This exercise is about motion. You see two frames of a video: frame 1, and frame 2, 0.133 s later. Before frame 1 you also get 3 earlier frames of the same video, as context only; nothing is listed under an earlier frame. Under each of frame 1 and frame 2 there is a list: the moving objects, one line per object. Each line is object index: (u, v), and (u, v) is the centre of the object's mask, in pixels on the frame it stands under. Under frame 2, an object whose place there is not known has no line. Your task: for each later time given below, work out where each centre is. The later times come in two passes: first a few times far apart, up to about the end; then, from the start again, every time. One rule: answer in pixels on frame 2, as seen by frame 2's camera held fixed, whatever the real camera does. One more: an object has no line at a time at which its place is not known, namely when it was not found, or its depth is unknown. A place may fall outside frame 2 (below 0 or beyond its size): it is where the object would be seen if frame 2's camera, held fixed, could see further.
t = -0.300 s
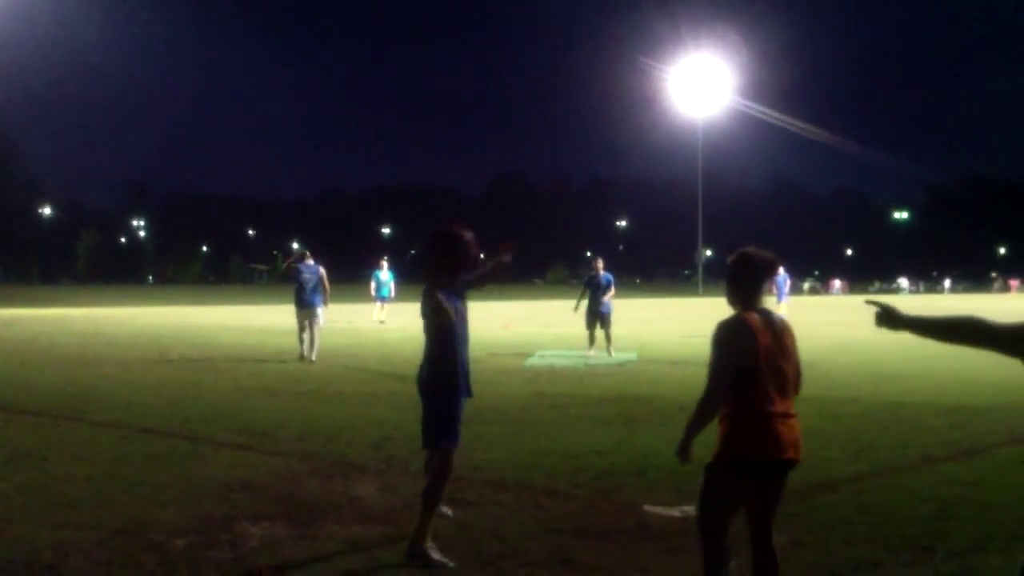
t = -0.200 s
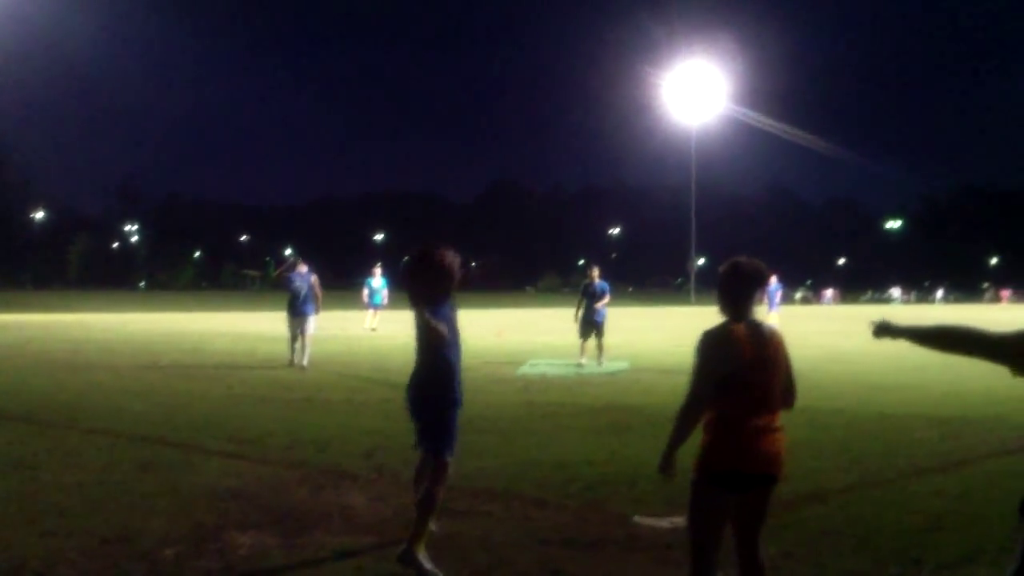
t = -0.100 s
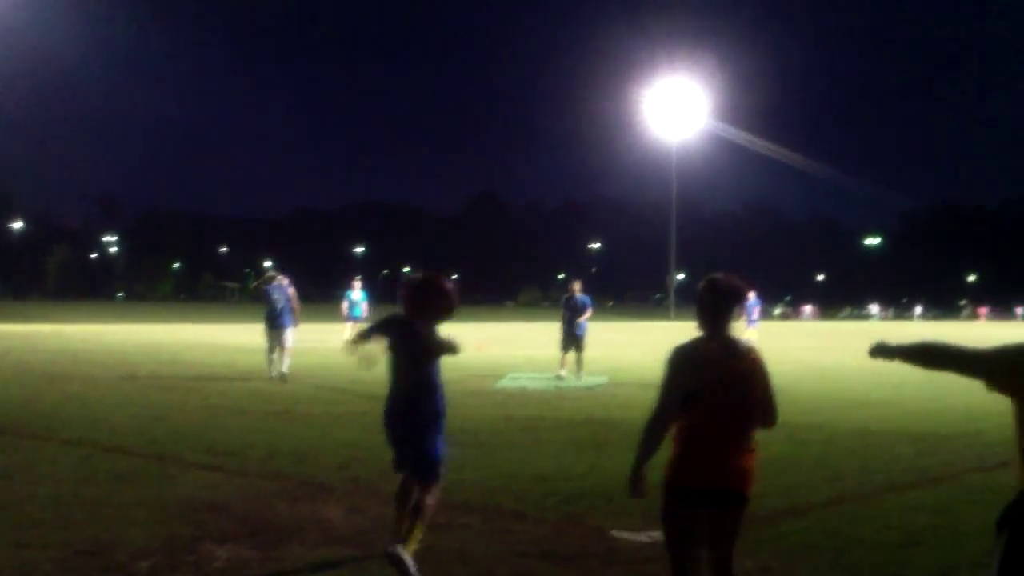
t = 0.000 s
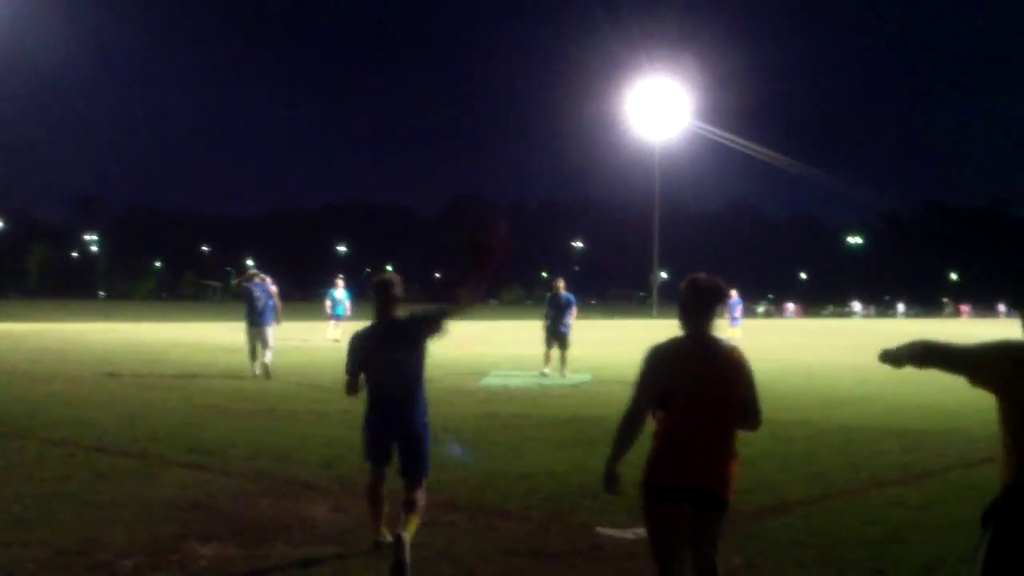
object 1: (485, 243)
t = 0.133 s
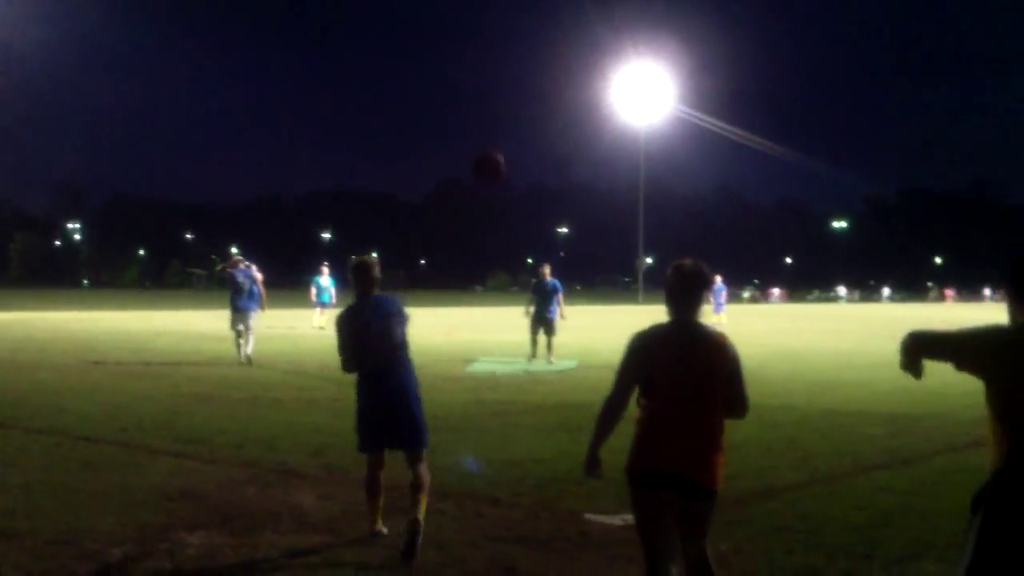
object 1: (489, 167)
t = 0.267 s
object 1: (494, 142)
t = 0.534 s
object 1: (504, 132)
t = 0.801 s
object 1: (507, 153)
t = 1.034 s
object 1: (509, 189)
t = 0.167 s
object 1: (489, 157)
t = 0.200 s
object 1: (490, 149)
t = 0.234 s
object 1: (493, 146)
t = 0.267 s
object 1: (494, 142)
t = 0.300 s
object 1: (495, 139)
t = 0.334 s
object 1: (499, 135)
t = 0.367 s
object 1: (500, 133)
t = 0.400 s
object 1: (502, 134)
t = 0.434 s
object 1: (502, 132)
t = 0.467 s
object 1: (502, 131)
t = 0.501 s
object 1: (502, 130)
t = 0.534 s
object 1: (504, 132)
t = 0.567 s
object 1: (503, 133)
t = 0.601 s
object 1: (503, 135)
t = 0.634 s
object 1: (503, 137)
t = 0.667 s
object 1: (503, 140)
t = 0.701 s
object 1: (504, 142)
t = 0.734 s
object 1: (506, 145)
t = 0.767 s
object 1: (508, 149)
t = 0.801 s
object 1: (507, 153)
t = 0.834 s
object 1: (507, 158)
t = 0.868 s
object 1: (508, 162)
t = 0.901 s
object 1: (508, 167)
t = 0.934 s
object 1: (507, 174)
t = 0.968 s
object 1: (507, 178)
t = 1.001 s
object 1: (508, 182)
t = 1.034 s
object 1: (509, 189)
